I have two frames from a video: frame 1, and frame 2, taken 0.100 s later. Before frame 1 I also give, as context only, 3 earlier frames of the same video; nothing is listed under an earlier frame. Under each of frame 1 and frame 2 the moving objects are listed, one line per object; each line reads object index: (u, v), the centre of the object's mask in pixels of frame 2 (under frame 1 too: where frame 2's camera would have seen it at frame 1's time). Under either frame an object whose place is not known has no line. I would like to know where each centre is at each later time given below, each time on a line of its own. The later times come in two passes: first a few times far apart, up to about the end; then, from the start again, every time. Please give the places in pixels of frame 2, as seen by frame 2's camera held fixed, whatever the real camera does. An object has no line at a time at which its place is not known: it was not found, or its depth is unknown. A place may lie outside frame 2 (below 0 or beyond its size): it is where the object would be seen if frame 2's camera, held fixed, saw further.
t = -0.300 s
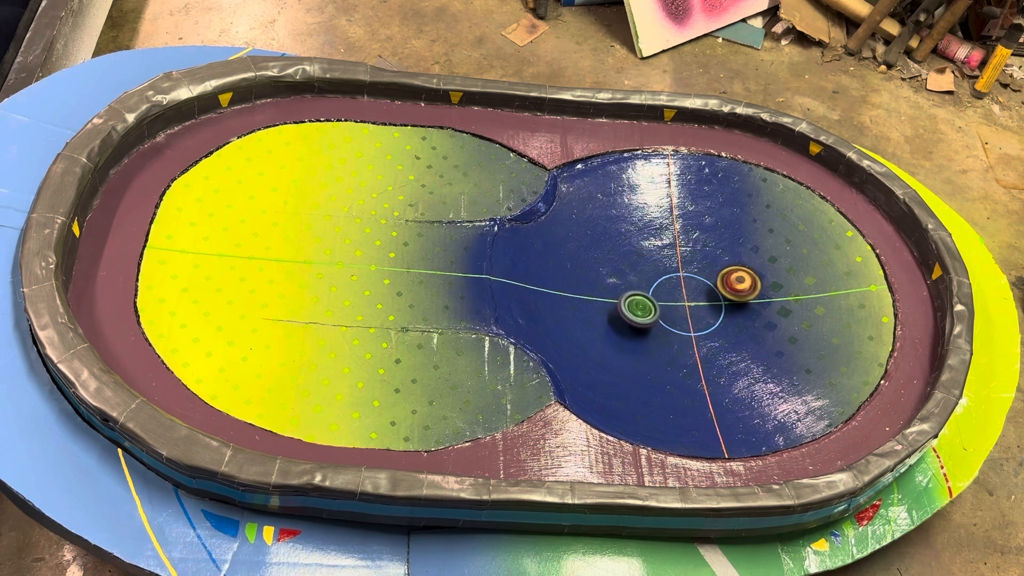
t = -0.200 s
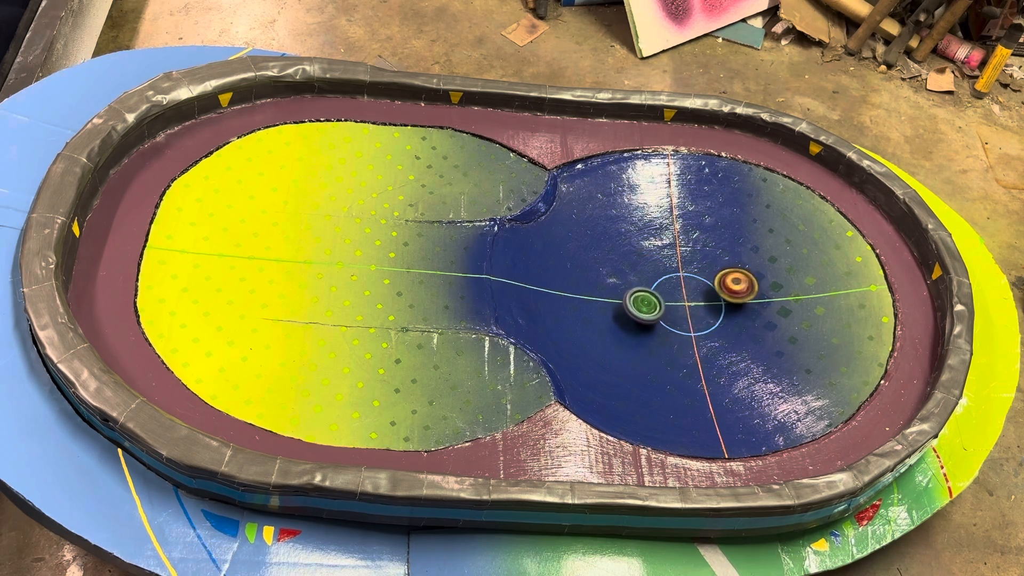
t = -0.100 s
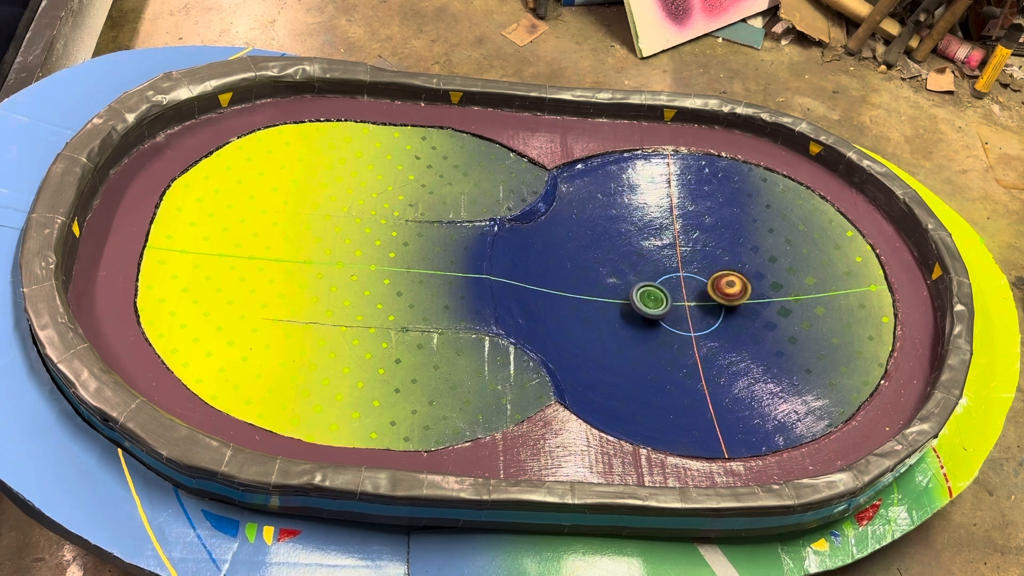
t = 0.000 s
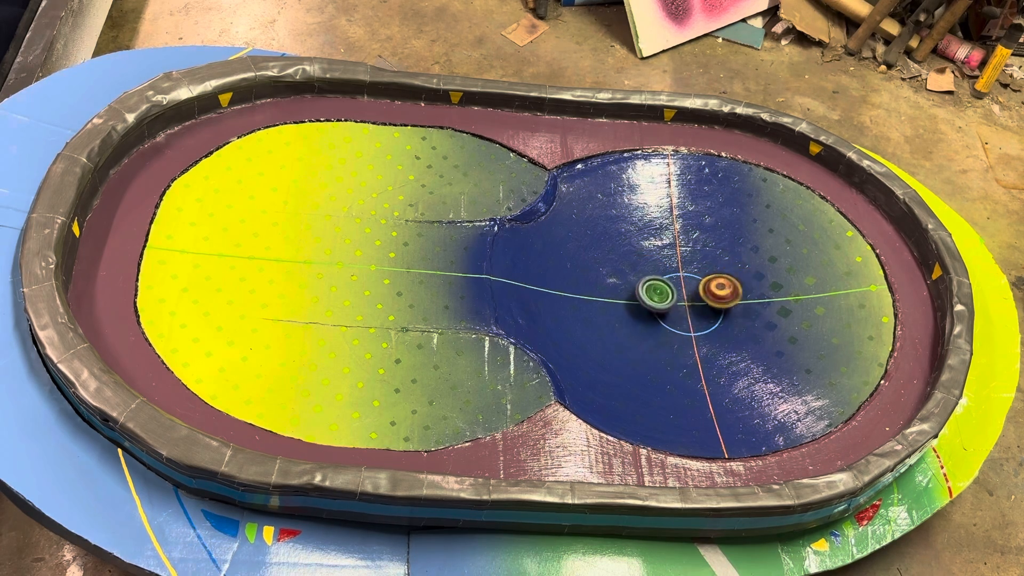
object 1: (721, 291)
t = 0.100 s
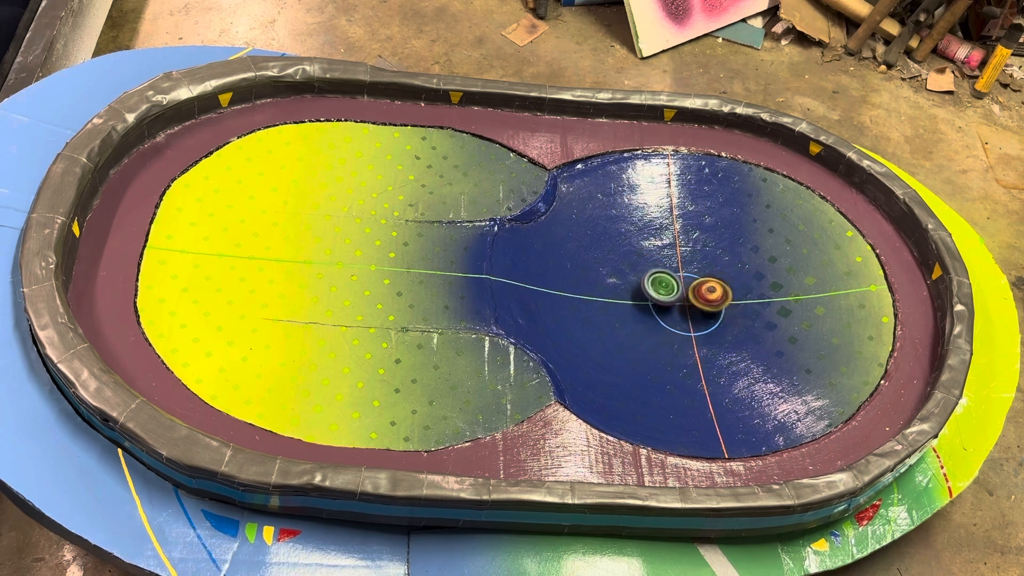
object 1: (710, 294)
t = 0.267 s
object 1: (736, 318)
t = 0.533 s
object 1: (752, 337)
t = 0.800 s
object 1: (742, 348)
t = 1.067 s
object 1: (714, 345)
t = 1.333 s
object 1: (682, 323)
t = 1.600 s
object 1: (642, 326)
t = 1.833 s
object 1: (624, 310)
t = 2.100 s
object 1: (630, 290)
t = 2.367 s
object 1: (654, 276)
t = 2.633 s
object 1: (686, 273)
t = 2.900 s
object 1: (715, 283)
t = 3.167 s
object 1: (731, 302)
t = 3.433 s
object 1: (725, 322)
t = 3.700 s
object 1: (701, 332)
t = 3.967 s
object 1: (672, 325)
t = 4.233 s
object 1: (649, 307)
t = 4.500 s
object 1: (649, 284)
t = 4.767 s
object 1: (661, 269)
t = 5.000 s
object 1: (680, 263)
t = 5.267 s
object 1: (701, 271)
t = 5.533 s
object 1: (712, 290)
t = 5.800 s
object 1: (708, 311)
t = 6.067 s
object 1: (704, 323)
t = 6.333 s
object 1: (686, 324)
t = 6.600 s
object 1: (672, 323)
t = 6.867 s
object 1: (668, 317)
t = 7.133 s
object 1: (659, 318)
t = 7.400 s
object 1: (602, 356)
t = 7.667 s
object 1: (605, 348)
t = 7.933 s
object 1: (639, 329)
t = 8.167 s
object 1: (669, 316)
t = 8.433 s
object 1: (664, 323)
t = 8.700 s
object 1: (676, 315)
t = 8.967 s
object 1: (694, 313)
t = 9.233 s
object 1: (695, 331)
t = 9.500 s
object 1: (671, 344)
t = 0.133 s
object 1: (709, 297)
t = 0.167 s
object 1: (718, 304)
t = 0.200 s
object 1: (724, 309)
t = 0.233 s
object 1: (730, 314)
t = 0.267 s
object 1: (736, 318)
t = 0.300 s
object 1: (740, 322)
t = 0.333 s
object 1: (744, 324)
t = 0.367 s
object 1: (747, 326)
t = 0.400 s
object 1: (749, 328)
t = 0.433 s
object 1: (751, 330)
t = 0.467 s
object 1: (752, 332)
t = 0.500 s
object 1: (752, 334)
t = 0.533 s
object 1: (752, 337)
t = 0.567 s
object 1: (752, 339)
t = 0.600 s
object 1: (751, 340)
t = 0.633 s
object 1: (750, 342)
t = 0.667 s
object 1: (749, 344)
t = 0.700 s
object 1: (748, 345)
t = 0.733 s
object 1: (746, 346)
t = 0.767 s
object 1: (745, 347)
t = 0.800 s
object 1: (742, 348)
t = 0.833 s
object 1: (740, 349)
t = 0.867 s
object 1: (736, 350)
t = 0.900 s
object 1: (733, 350)
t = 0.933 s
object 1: (730, 349)
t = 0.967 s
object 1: (726, 349)
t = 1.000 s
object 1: (722, 348)
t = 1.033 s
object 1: (718, 346)
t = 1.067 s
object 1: (714, 345)
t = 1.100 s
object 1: (710, 343)
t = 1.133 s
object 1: (706, 340)
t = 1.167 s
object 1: (702, 338)
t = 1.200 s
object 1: (698, 335)
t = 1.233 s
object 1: (694, 332)
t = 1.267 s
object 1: (690, 329)
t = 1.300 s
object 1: (686, 326)
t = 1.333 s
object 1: (682, 323)
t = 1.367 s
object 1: (675, 324)
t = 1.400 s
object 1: (667, 327)
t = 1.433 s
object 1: (661, 328)
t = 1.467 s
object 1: (657, 329)
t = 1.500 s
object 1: (653, 329)
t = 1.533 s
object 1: (649, 328)
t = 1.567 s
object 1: (646, 327)
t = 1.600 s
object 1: (642, 326)
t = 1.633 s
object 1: (639, 324)
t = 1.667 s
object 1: (636, 322)
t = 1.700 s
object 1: (633, 320)
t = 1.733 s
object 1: (630, 318)
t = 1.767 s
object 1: (628, 316)
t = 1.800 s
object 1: (625, 313)
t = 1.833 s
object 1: (624, 310)
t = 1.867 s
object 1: (623, 308)
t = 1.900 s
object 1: (622, 305)
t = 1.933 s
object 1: (622, 302)
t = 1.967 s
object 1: (622, 300)
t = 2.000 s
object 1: (623, 297)
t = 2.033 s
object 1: (625, 294)
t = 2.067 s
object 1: (627, 292)
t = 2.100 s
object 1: (630, 290)
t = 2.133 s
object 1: (632, 288)
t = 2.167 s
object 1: (635, 286)
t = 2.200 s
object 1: (638, 284)
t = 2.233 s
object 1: (641, 282)
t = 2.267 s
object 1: (644, 280)
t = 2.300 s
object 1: (647, 278)
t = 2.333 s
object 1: (650, 277)
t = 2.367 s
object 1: (654, 276)
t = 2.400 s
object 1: (658, 275)
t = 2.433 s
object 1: (662, 274)
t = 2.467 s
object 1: (666, 274)
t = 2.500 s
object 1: (670, 273)
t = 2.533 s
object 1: (674, 273)
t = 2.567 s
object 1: (678, 273)
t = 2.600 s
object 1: (682, 273)
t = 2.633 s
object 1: (686, 273)
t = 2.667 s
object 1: (690, 274)
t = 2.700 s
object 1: (694, 275)
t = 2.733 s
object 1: (698, 276)
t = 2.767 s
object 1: (701, 277)
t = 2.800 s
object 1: (705, 278)
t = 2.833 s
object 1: (709, 280)
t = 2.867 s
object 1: (712, 281)
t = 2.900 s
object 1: (715, 283)
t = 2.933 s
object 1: (718, 285)
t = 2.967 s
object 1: (721, 287)
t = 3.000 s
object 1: (723, 289)
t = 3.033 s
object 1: (725, 291)
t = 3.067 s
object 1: (727, 294)
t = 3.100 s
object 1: (730, 296)
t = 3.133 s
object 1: (731, 300)
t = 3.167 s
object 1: (731, 302)
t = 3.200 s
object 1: (731, 305)
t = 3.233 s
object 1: (731, 308)
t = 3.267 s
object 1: (731, 311)
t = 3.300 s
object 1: (730, 314)
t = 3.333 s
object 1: (729, 316)
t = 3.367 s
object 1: (728, 318)
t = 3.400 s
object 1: (726, 320)
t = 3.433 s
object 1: (725, 322)
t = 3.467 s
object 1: (723, 324)
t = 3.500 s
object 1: (720, 326)
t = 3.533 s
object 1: (718, 327)
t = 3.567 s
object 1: (715, 329)
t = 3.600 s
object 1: (712, 330)
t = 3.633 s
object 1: (708, 331)
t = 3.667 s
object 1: (705, 331)
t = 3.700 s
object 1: (701, 332)
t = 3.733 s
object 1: (698, 332)
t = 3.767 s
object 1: (694, 331)
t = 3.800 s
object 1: (690, 331)
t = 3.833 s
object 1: (686, 330)
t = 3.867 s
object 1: (682, 329)
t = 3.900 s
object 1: (679, 328)
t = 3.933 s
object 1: (675, 326)
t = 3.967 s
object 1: (672, 325)
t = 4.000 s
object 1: (668, 324)
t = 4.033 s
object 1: (665, 322)
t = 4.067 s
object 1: (661, 319)
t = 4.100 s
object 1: (658, 317)
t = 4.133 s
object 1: (655, 315)
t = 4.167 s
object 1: (653, 312)
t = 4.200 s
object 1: (650, 310)
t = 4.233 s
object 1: (649, 307)
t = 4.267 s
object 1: (648, 304)
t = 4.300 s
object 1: (647, 301)
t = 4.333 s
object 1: (647, 298)
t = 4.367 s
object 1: (647, 295)
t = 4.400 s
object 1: (647, 292)
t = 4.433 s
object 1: (647, 289)
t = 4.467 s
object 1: (648, 287)
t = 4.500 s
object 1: (649, 284)
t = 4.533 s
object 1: (650, 282)
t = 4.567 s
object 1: (651, 280)
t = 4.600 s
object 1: (652, 277)
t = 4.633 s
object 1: (654, 275)
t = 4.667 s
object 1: (656, 274)
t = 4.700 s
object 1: (657, 272)
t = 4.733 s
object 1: (659, 271)
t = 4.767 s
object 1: (661, 269)
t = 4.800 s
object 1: (663, 268)
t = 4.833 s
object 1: (666, 267)
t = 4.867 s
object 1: (668, 266)
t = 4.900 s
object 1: (671, 265)
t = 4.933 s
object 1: (674, 264)
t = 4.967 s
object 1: (677, 263)
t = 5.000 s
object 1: (680, 263)
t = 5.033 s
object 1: (683, 263)
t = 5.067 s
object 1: (685, 264)
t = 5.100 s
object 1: (688, 265)
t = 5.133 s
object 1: (692, 266)
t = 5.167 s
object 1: (695, 267)
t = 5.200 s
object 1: (697, 268)
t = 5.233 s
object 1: (699, 269)
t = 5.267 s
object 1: (701, 271)
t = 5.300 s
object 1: (703, 273)
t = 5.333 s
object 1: (705, 275)
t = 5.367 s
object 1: (707, 277)
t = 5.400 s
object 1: (708, 280)
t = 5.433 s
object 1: (709, 282)
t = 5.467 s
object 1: (710, 284)
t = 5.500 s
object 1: (711, 287)
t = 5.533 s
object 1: (712, 290)
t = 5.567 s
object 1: (713, 293)
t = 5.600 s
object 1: (713, 296)
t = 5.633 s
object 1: (713, 299)
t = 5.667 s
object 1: (713, 302)
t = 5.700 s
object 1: (712, 304)
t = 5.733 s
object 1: (711, 307)
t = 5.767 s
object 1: (710, 309)
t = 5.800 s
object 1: (708, 311)
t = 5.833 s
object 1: (707, 313)
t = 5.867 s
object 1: (708, 315)
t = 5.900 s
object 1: (709, 317)
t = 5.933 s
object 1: (709, 319)
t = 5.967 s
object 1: (709, 320)
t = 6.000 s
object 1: (707, 322)
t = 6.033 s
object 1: (706, 322)
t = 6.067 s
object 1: (704, 323)
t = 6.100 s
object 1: (702, 323)
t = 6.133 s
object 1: (700, 324)
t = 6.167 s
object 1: (697, 324)
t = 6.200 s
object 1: (695, 324)
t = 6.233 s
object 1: (694, 324)
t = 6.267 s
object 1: (691, 325)
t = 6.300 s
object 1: (688, 324)
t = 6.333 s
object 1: (686, 324)
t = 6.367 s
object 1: (684, 324)
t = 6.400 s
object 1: (683, 325)
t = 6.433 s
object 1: (681, 325)
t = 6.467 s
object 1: (679, 325)
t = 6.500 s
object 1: (676, 325)
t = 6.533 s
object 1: (675, 324)
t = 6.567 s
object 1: (673, 324)
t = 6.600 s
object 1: (672, 323)
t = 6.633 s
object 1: (670, 323)
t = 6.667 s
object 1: (669, 322)
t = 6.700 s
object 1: (669, 321)
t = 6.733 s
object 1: (668, 321)
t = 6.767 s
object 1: (668, 320)
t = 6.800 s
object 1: (668, 320)
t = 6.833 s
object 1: (668, 318)
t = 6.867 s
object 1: (668, 317)
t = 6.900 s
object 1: (668, 316)
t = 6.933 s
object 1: (669, 315)
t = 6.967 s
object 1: (670, 313)
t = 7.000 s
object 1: (671, 312)
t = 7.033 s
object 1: (673, 311)
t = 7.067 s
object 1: (674, 309)
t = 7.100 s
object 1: (672, 309)
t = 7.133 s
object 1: (659, 318)
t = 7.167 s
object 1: (647, 324)
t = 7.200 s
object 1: (635, 333)
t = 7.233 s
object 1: (625, 338)
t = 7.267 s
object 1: (617, 343)
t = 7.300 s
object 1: (611, 349)
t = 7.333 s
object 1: (607, 353)
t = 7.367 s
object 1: (603, 354)
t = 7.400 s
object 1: (602, 356)
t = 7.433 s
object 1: (601, 357)
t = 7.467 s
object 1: (600, 356)
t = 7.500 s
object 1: (600, 356)
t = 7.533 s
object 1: (600, 355)
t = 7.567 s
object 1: (600, 354)
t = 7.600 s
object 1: (601, 353)
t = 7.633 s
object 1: (603, 351)
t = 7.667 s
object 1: (605, 348)
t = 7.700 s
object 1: (607, 346)
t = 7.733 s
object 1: (610, 344)
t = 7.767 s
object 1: (613, 342)
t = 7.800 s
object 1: (617, 340)
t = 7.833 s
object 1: (621, 337)
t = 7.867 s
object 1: (626, 335)
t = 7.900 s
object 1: (632, 332)
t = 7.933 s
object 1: (639, 329)
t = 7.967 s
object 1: (646, 326)
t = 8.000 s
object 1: (654, 323)
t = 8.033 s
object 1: (662, 319)
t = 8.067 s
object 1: (670, 316)
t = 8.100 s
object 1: (678, 313)
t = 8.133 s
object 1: (673, 314)
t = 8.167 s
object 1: (669, 316)
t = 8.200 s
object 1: (665, 317)
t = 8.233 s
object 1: (662, 318)
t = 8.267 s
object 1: (661, 319)
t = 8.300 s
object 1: (661, 319)
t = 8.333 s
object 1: (661, 320)
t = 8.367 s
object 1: (662, 322)
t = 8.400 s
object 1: (662, 322)
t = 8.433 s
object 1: (664, 323)
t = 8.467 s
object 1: (665, 322)
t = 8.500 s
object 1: (666, 322)
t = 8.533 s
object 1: (666, 320)
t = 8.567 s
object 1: (668, 319)
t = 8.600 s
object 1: (670, 318)
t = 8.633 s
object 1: (672, 317)
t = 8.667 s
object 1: (674, 316)
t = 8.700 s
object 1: (676, 315)
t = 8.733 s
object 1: (678, 315)
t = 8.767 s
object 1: (680, 314)
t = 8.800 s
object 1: (682, 314)
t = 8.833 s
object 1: (684, 313)
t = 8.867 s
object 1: (687, 313)
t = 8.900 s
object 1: (689, 313)
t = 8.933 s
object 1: (691, 313)
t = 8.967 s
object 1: (694, 313)
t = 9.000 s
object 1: (696, 313)
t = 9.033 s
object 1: (699, 313)
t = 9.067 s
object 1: (701, 313)
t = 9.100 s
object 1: (703, 313)
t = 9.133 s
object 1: (705, 314)
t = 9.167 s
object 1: (701, 319)
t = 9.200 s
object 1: (698, 326)
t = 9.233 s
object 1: (695, 331)
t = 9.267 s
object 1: (691, 336)
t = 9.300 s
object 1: (688, 340)
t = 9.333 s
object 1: (685, 343)
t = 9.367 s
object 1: (682, 345)
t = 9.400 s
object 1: (679, 346)
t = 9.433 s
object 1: (676, 346)
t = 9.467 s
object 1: (674, 345)
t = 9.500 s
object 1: (671, 344)
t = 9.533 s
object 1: (668, 343)
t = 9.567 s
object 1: (665, 342)
